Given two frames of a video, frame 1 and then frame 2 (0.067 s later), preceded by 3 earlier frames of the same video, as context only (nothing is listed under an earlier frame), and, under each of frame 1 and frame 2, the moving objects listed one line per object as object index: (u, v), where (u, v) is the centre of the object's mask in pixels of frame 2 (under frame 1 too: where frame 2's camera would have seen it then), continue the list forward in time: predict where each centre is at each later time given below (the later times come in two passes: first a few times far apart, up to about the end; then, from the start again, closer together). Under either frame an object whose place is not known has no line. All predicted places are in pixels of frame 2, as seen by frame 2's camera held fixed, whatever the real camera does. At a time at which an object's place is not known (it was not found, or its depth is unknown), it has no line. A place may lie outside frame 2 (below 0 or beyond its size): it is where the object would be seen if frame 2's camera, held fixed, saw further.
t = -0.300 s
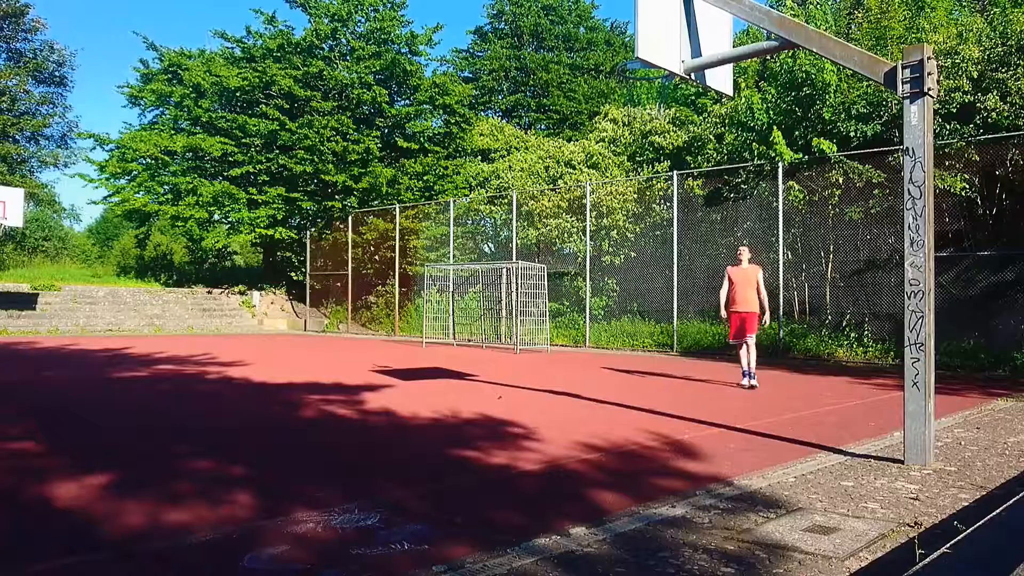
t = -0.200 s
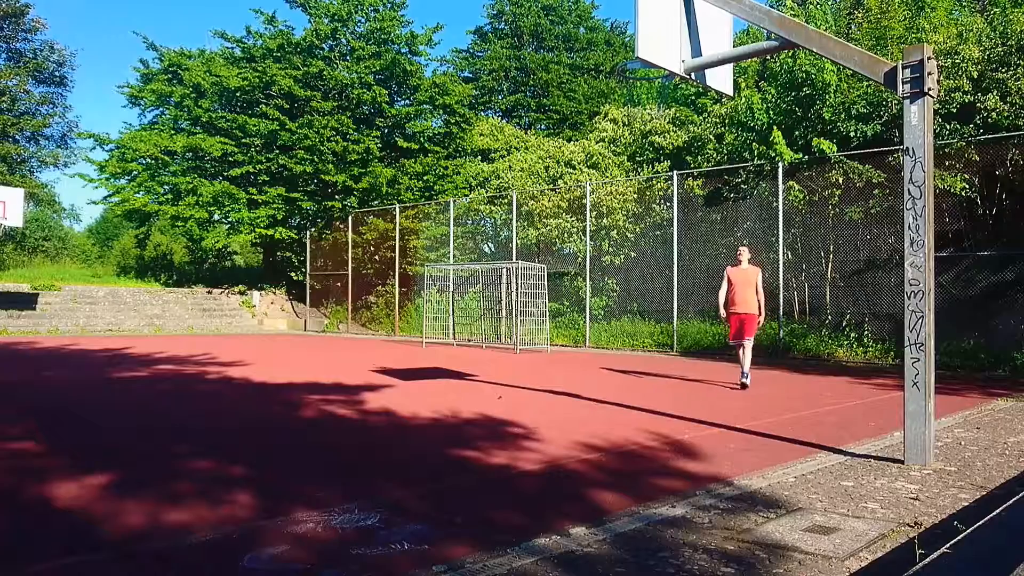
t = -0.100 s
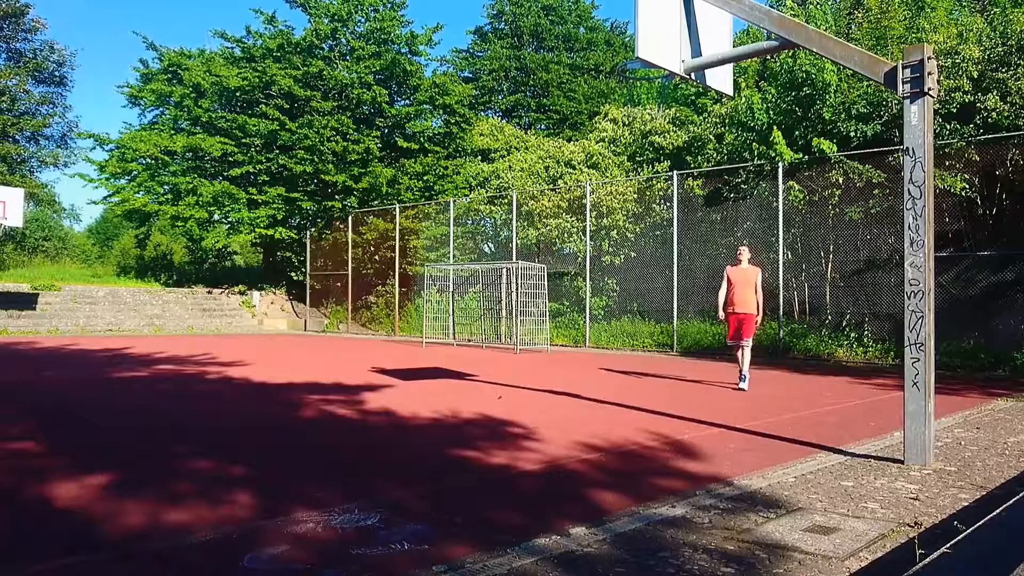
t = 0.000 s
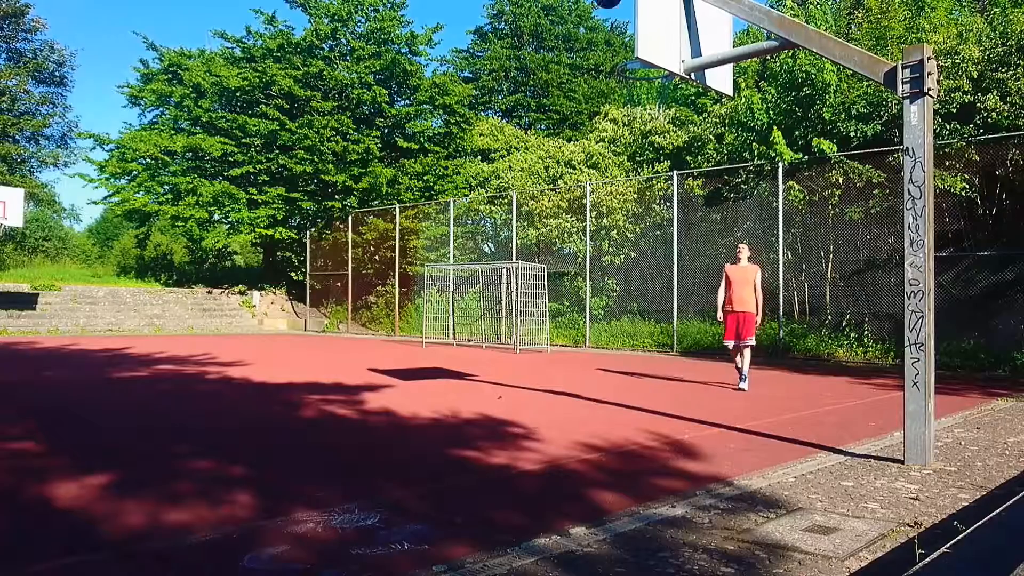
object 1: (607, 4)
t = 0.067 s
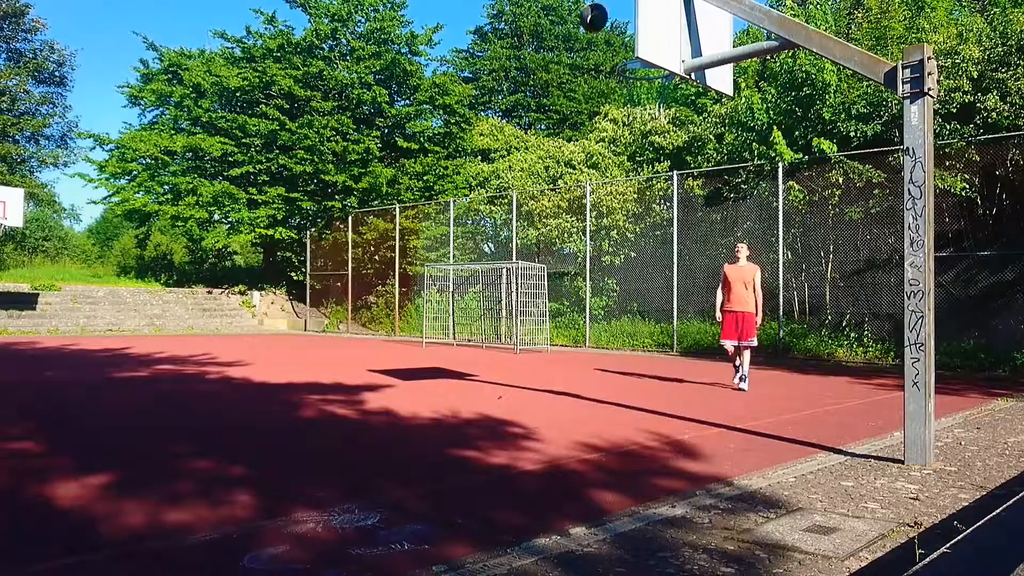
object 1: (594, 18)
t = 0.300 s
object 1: (546, 137)
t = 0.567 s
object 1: (495, 342)
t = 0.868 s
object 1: (440, 253)
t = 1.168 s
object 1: (385, 128)
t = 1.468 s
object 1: (328, 98)
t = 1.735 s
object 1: (276, 155)
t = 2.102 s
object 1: (206, 357)
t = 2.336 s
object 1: (173, 301)
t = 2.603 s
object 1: (139, 200)
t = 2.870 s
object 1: (103, 172)
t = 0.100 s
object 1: (587, 31)
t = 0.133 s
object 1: (580, 46)
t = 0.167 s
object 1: (573, 62)
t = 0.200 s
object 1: (566, 79)
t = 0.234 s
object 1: (560, 96)
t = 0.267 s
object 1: (553, 116)
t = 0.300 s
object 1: (546, 137)
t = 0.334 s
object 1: (539, 160)
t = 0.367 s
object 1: (533, 183)
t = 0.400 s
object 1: (525, 207)
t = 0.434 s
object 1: (521, 231)
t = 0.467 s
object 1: (514, 257)
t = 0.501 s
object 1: (507, 285)
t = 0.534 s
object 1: (501, 313)
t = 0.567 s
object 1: (495, 342)
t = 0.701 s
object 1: (472, 365)
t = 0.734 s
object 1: (465, 341)
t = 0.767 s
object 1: (458, 317)
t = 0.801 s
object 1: (452, 294)
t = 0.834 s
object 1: (446, 274)
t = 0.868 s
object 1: (440, 253)
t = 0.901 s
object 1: (434, 234)
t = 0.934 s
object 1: (428, 217)
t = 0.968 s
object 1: (422, 201)
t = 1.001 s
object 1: (417, 186)
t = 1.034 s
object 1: (410, 171)
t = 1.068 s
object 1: (404, 158)
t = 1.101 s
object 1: (397, 147)
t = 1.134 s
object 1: (391, 137)
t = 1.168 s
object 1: (385, 128)
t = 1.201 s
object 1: (379, 121)
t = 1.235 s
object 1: (372, 113)
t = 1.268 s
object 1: (366, 107)
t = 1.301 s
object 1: (360, 103)
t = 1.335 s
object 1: (354, 99)
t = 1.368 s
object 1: (346, 97)
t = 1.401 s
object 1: (340, 97)
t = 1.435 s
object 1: (334, 97)
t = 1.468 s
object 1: (328, 98)
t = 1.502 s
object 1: (321, 102)
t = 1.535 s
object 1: (315, 106)
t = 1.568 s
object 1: (308, 110)
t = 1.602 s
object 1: (302, 117)
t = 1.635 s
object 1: (296, 125)
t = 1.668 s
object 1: (289, 136)
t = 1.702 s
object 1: (283, 143)
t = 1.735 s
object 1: (276, 155)
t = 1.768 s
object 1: (268, 164)
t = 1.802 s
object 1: (263, 181)
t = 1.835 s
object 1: (257, 198)
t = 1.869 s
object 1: (251, 212)
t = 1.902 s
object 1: (244, 229)
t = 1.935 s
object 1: (239, 249)
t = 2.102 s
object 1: (206, 357)
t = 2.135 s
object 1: (200, 383)
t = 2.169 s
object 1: (194, 405)
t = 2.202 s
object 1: (192, 382)
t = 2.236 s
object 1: (186, 360)
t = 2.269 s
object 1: (181, 339)
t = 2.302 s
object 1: (177, 320)
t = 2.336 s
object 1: (173, 301)
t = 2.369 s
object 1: (169, 284)
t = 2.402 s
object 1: (165, 269)
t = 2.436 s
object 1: (160, 255)
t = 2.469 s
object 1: (156, 241)
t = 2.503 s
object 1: (152, 227)
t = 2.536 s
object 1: (148, 218)
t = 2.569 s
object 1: (143, 209)
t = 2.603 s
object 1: (139, 200)
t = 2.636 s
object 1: (134, 191)
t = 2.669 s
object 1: (130, 186)
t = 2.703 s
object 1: (126, 180)
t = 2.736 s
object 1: (122, 176)
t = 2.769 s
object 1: (117, 174)
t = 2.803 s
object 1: (113, 172)
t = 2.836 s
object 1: (107, 171)
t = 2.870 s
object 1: (103, 172)
